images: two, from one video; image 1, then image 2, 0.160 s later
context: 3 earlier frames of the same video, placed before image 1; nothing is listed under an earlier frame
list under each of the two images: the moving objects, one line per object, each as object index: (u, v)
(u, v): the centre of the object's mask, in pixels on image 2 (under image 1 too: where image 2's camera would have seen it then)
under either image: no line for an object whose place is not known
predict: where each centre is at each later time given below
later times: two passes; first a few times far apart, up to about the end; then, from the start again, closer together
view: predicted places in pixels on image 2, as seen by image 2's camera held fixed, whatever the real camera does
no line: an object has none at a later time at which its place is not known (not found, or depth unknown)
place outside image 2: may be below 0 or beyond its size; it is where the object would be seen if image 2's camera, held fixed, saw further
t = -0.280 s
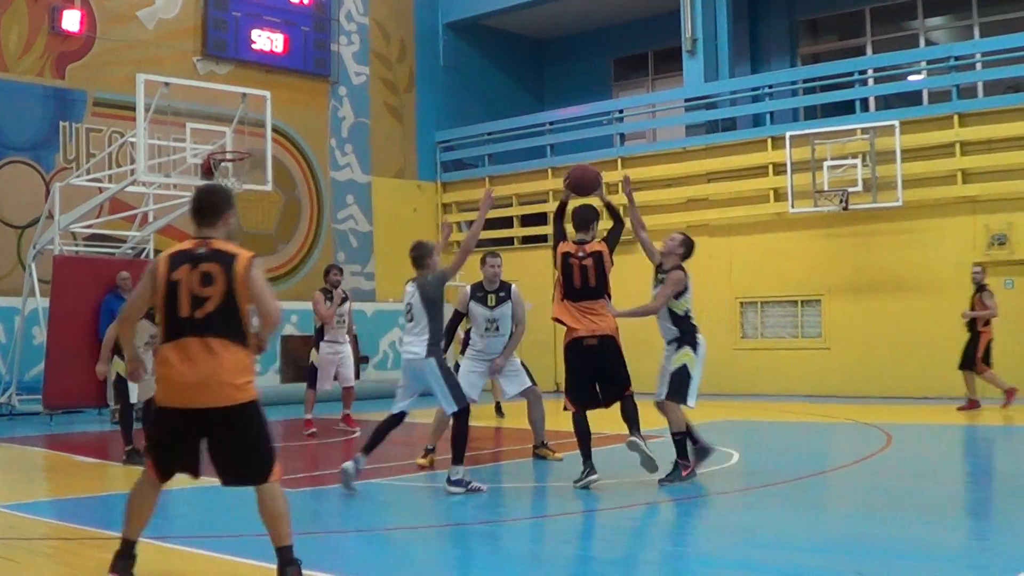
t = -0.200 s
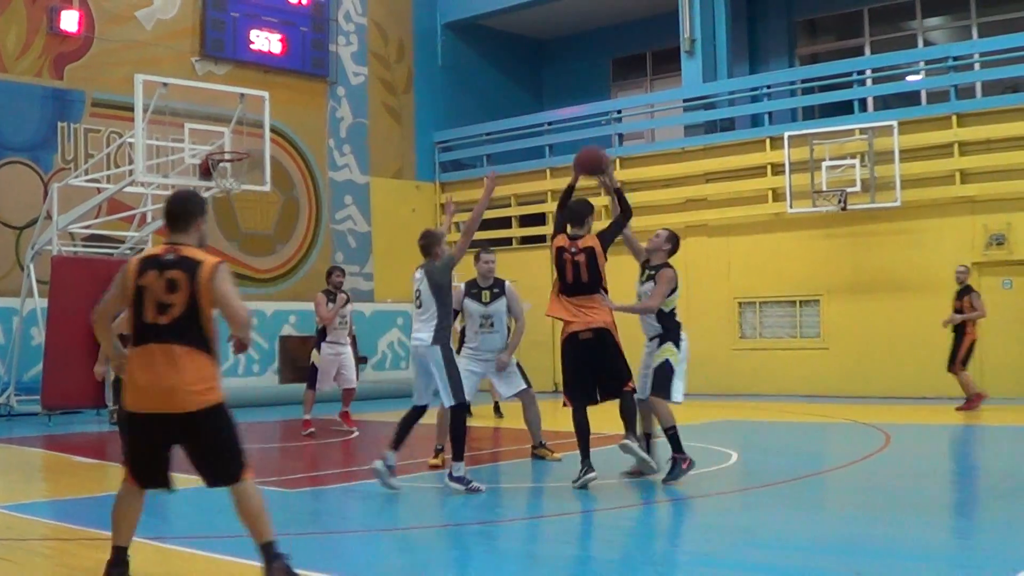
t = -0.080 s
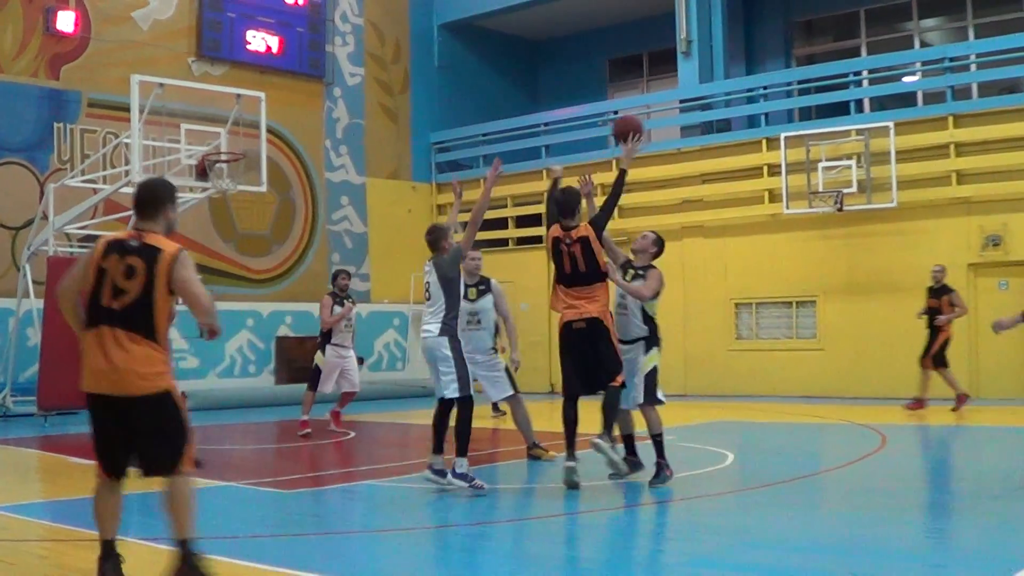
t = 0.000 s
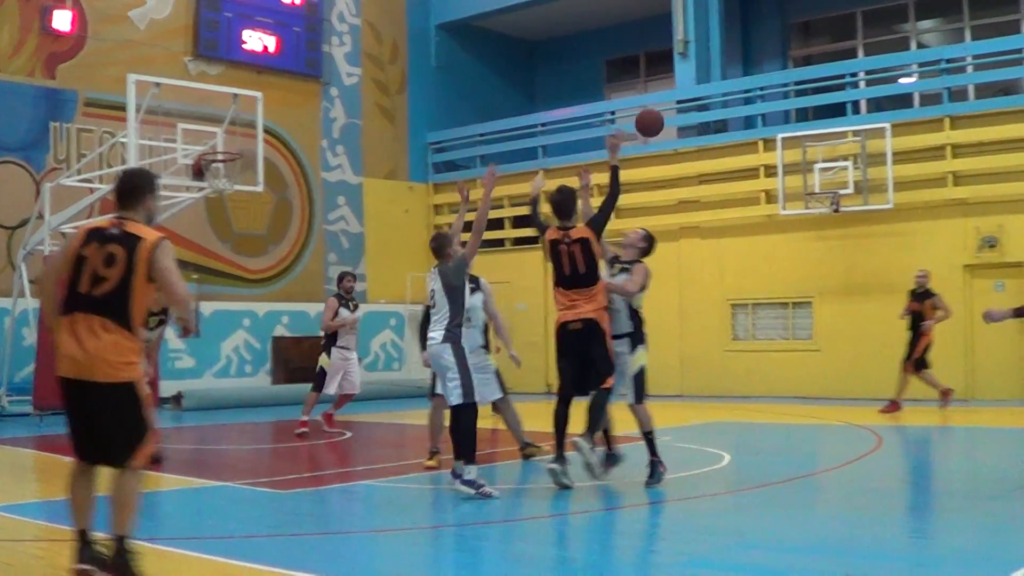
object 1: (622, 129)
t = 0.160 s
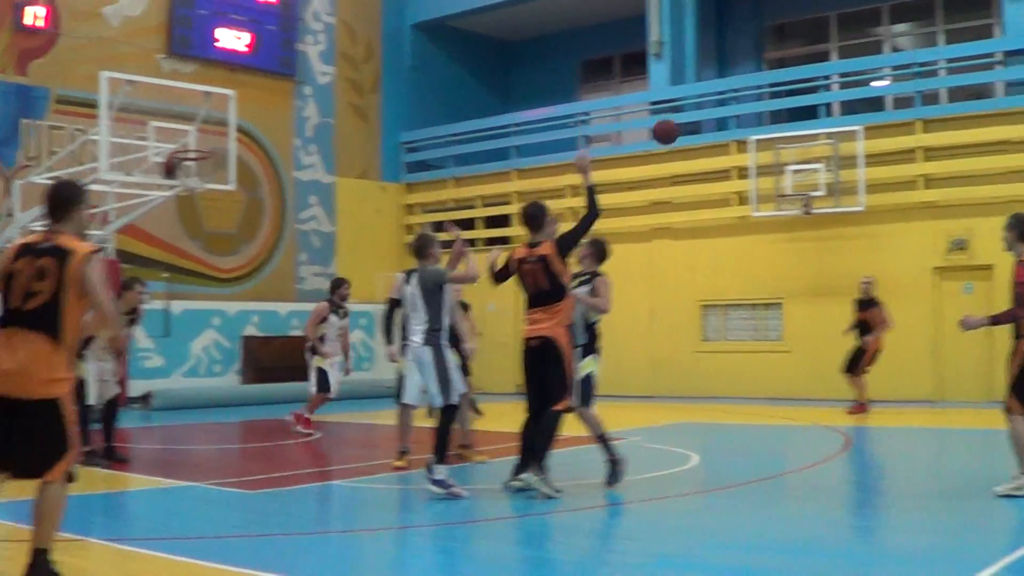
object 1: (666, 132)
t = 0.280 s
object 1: (695, 149)
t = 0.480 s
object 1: (733, 212)
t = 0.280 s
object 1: (695, 149)
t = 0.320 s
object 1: (703, 162)
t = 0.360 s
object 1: (711, 174)
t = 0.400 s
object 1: (718, 186)
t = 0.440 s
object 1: (726, 199)
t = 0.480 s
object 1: (733, 212)
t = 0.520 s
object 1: (740, 228)
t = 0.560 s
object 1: (746, 243)
